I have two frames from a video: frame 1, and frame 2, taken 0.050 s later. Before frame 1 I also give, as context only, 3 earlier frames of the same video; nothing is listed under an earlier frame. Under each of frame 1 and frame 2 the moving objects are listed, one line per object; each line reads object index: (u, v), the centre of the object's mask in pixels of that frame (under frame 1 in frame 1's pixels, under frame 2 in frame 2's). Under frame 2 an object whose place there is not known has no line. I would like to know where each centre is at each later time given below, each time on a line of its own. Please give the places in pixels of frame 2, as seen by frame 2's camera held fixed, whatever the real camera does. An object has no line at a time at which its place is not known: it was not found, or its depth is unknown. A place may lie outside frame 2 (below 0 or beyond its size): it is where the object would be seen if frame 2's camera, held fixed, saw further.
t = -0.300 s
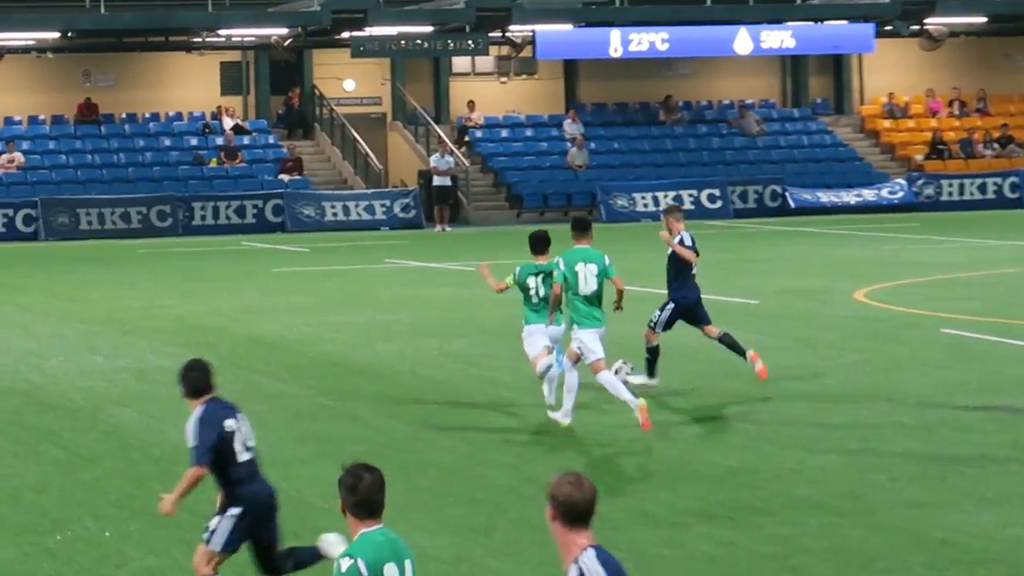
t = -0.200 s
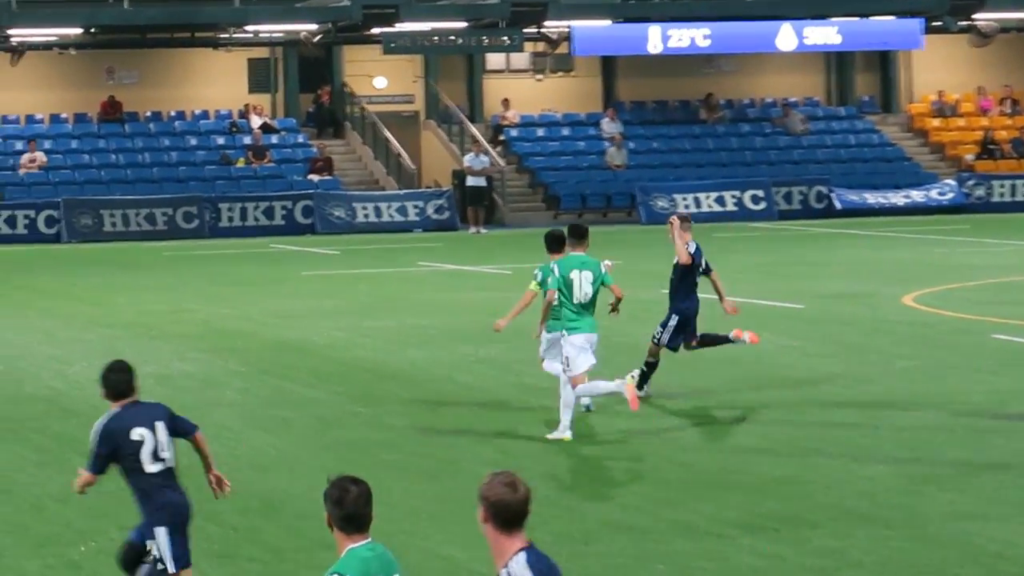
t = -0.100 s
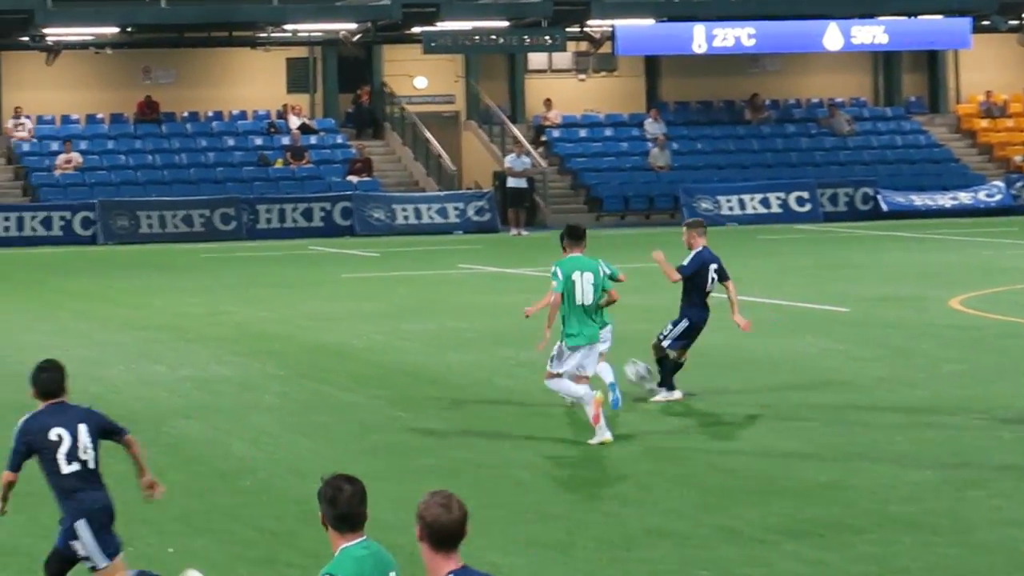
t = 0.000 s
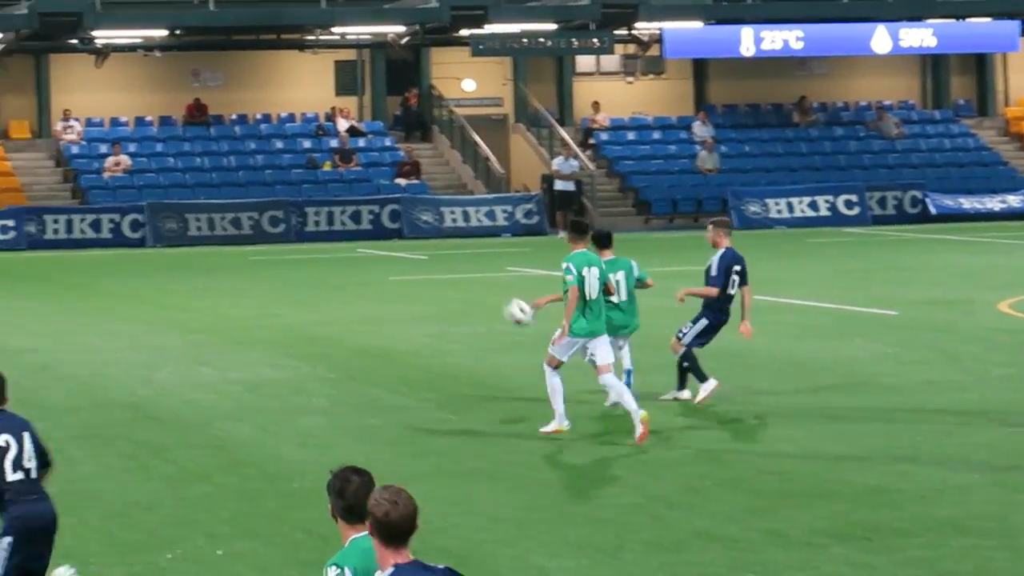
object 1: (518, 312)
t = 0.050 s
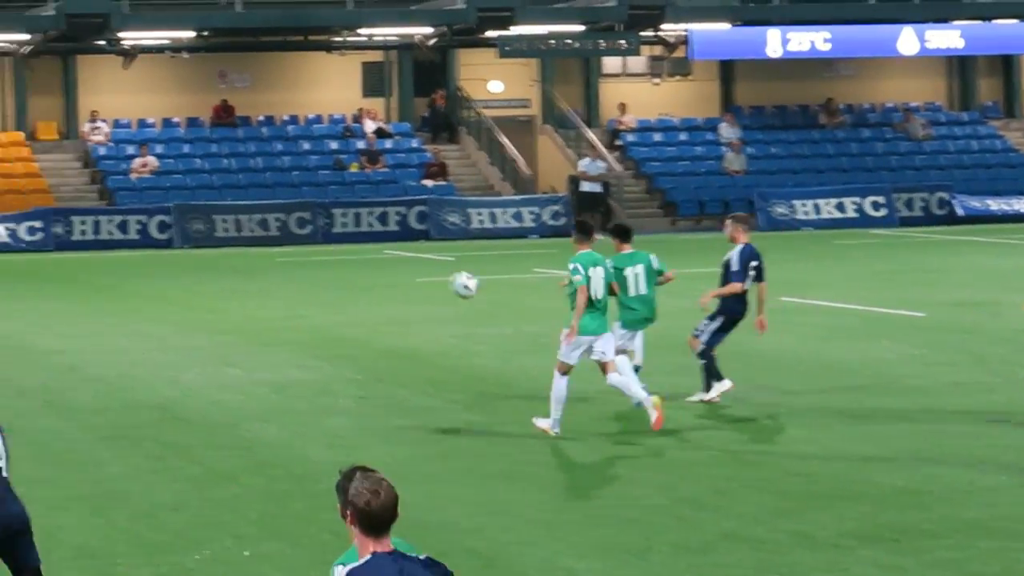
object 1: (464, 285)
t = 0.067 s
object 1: (437, 275)
